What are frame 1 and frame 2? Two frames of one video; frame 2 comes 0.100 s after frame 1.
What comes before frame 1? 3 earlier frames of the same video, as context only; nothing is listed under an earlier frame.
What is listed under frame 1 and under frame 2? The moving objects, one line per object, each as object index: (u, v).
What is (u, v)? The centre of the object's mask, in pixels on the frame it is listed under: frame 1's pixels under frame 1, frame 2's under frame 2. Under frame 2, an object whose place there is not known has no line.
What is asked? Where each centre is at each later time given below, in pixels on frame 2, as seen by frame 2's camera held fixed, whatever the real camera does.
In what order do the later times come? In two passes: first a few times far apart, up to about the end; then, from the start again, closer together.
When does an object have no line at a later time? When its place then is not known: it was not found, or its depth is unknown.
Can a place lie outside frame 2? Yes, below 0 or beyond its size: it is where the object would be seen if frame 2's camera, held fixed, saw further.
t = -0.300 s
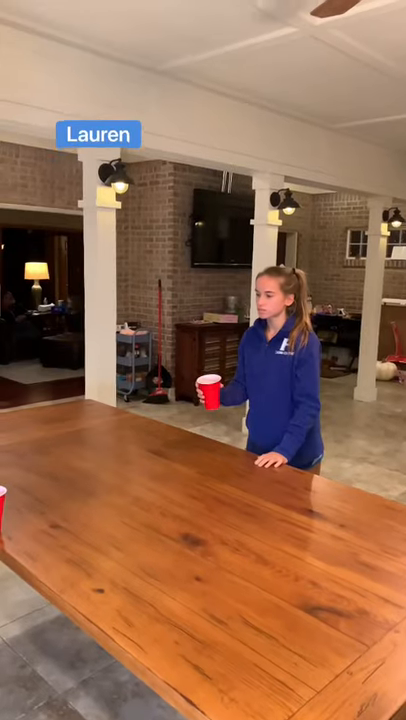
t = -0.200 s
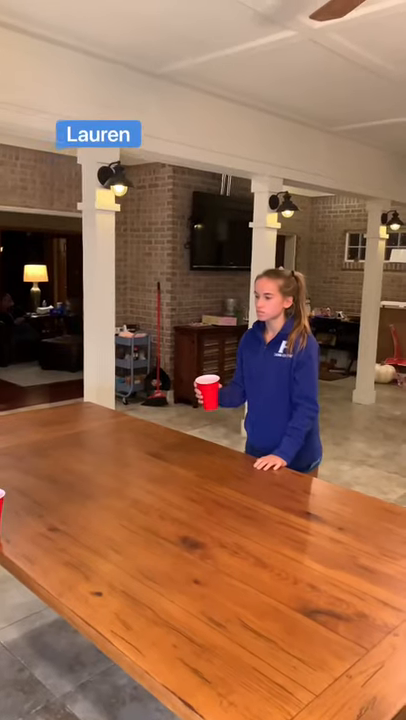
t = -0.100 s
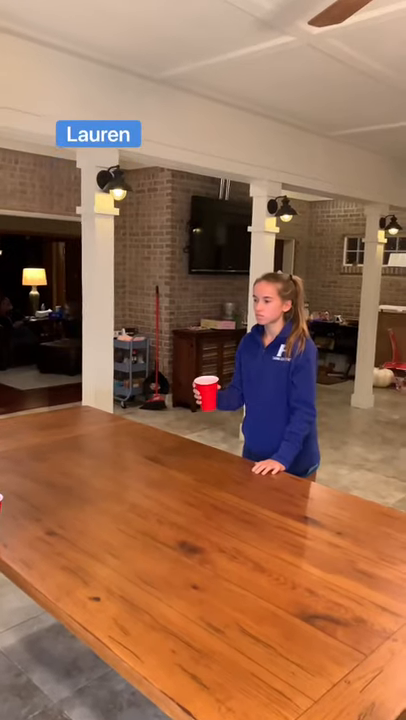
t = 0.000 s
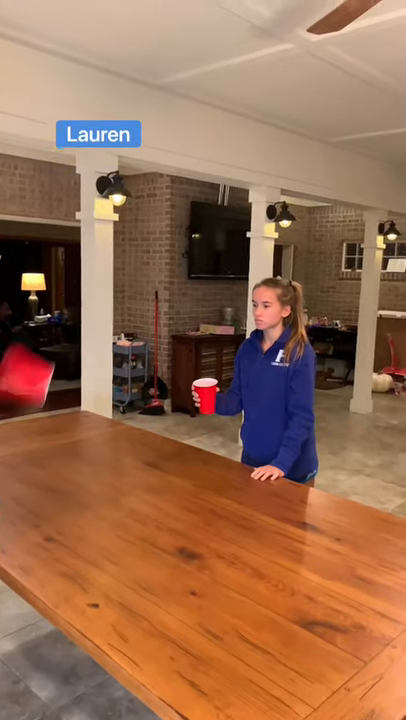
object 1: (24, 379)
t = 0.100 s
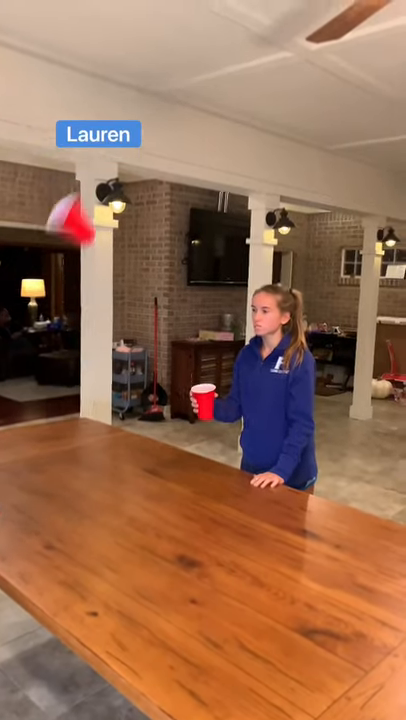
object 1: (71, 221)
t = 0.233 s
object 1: (126, 88)
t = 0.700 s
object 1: (239, 167)
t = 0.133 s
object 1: (89, 183)
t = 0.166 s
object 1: (103, 154)
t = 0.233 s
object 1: (126, 88)
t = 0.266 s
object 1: (147, 82)
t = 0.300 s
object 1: (152, 75)
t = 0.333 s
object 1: (163, 72)
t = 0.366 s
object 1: (171, 64)
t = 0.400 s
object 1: (181, 64)
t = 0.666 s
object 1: (235, 146)
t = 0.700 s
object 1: (239, 167)
